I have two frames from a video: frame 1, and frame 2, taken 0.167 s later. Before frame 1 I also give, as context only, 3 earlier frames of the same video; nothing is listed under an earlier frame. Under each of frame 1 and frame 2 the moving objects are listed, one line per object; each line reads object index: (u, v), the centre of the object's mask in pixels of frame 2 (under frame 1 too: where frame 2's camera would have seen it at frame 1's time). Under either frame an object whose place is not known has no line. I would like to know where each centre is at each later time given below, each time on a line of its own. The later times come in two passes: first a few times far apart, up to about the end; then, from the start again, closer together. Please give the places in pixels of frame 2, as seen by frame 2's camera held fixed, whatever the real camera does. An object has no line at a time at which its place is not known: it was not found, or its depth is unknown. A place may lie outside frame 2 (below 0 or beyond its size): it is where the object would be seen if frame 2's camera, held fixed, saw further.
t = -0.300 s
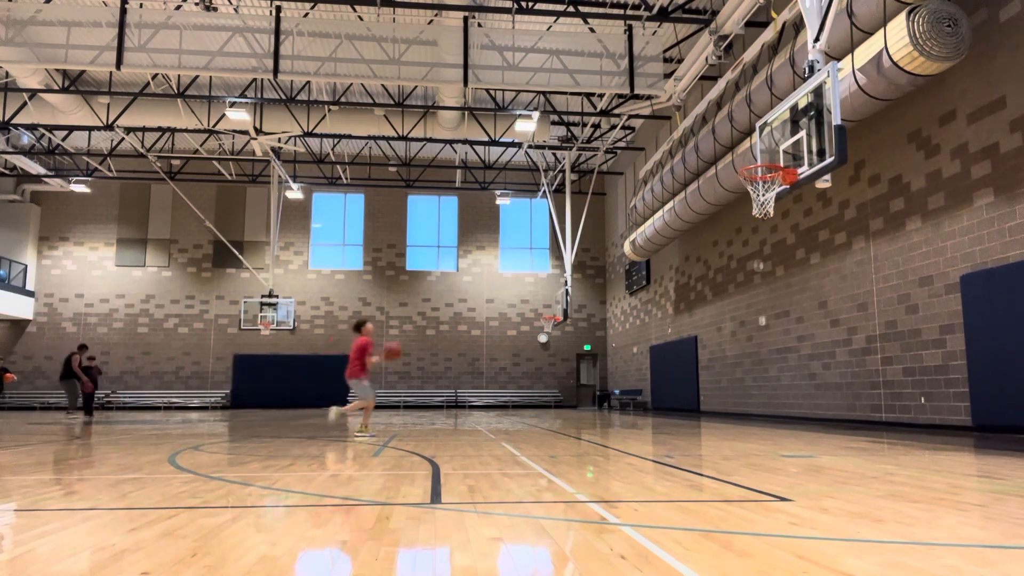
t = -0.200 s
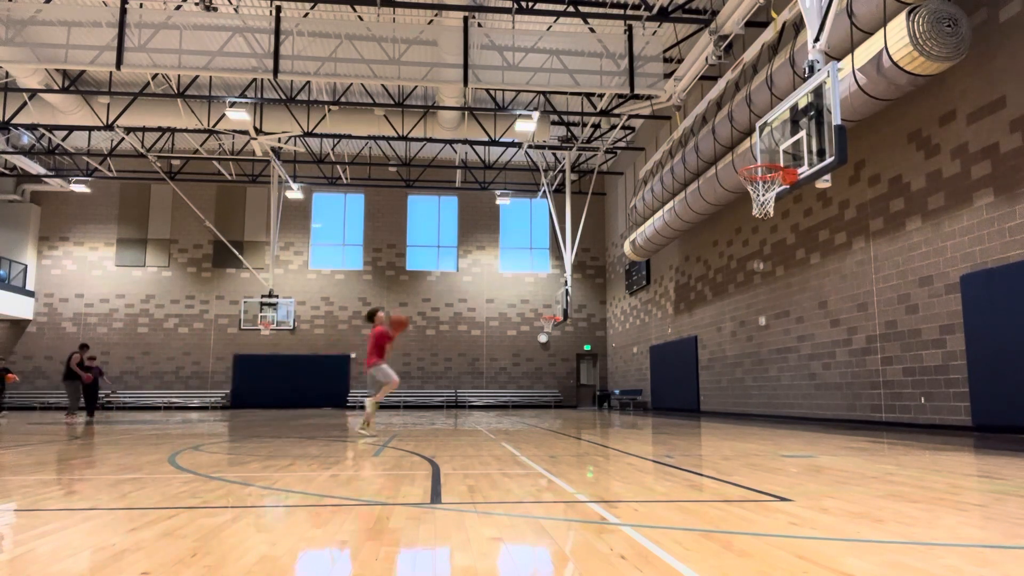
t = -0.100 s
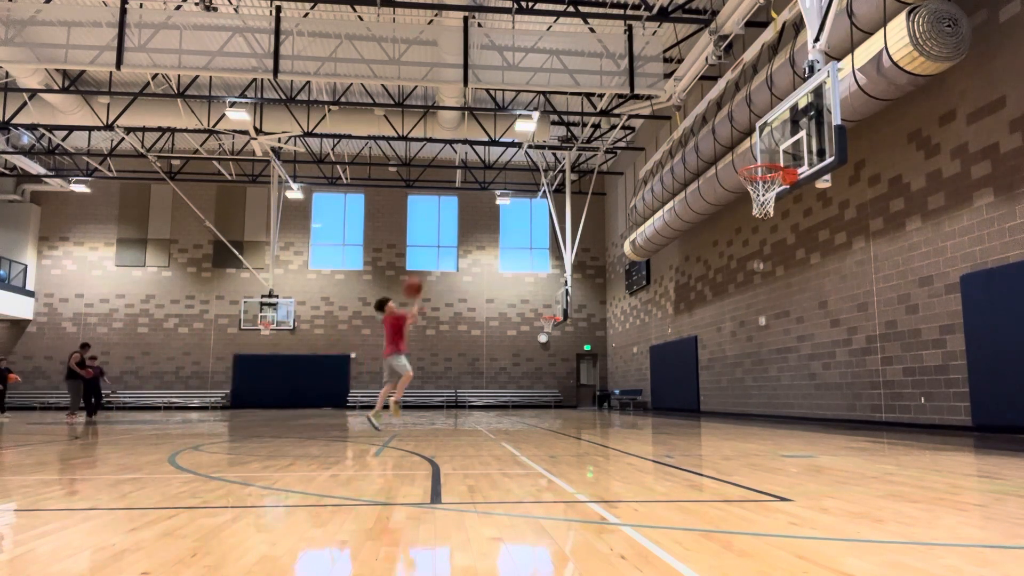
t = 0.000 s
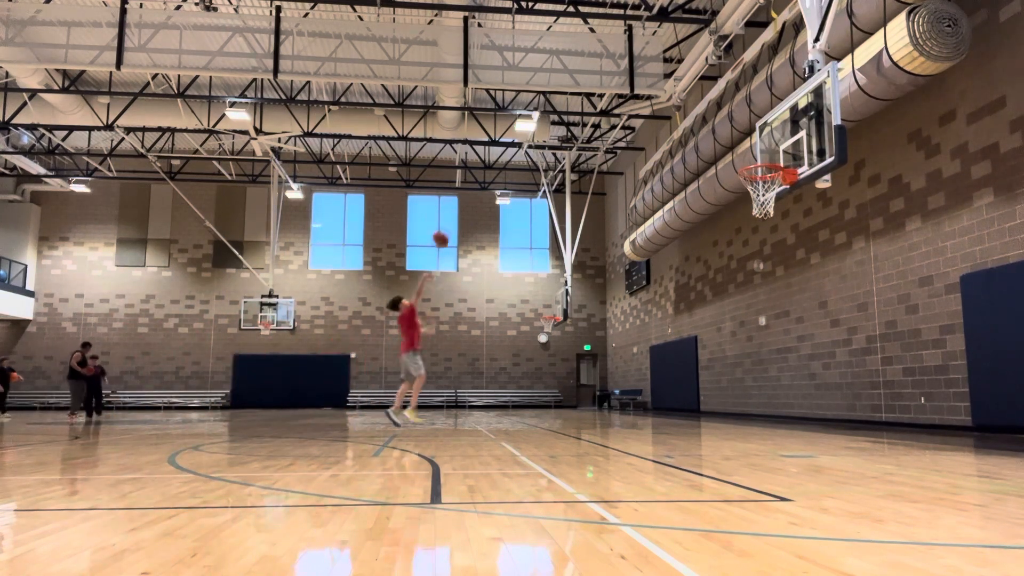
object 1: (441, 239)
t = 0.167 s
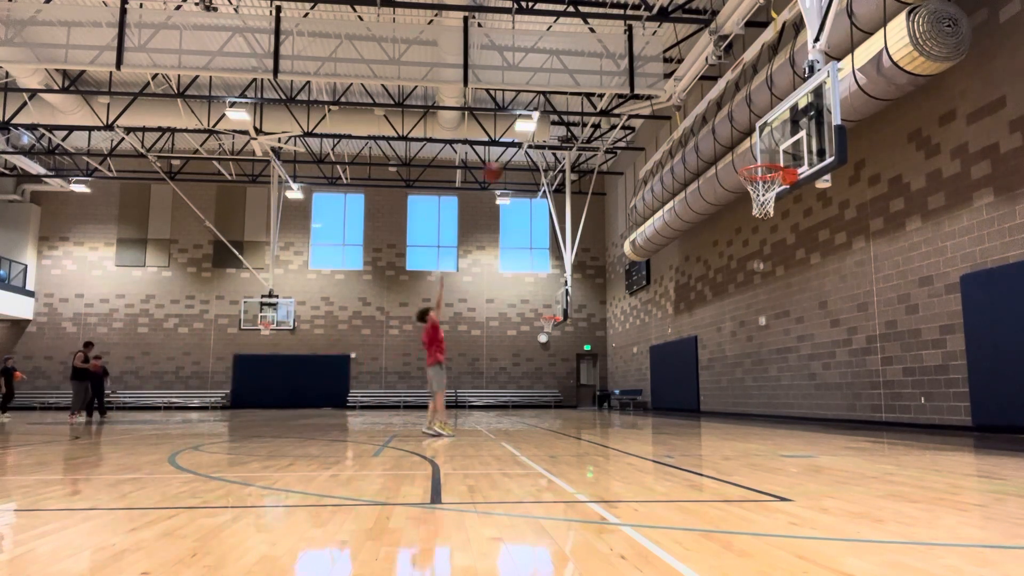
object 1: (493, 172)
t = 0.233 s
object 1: (512, 152)
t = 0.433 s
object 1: (572, 112)
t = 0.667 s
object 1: (644, 102)
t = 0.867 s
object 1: (709, 126)
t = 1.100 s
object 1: (784, 195)
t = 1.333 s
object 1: (806, 246)
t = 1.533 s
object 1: (828, 330)
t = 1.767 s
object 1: (843, 404)
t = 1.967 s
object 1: (824, 330)
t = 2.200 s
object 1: (804, 292)
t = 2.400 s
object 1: (790, 295)
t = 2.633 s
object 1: (777, 341)
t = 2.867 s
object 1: (766, 429)
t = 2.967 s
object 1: (758, 396)
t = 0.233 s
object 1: (512, 152)
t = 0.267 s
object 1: (521, 144)
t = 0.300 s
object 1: (532, 136)
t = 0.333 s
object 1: (544, 127)
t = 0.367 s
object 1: (552, 121)
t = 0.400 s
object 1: (563, 116)
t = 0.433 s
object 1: (572, 112)
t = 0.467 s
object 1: (583, 108)
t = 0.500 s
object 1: (592, 104)
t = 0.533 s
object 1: (603, 102)
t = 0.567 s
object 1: (613, 101)
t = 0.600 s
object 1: (623, 101)
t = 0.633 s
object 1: (633, 101)
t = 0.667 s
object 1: (644, 102)
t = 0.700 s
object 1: (655, 104)
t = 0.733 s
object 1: (666, 106)
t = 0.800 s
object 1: (687, 114)
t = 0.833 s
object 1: (698, 120)
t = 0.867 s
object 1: (709, 126)
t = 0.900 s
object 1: (720, 134)
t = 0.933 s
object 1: (731, 142)
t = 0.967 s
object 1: (743, 151)
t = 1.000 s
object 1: (754, 160)
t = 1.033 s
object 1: (765, 173)
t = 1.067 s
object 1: (776, 184)
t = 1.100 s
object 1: (784, 195)
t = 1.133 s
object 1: (789, 197)
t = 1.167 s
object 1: (790, 203)
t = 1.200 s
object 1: (792, 210)
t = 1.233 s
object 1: (796, 218)
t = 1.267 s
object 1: (798, 227)
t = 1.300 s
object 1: (802, 236)
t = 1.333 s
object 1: (806, 246)
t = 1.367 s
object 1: (809, 258)
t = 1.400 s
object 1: (813, 271)
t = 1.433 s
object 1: (816, 284)
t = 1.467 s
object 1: (821, 299)
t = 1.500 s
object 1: (825, 314)
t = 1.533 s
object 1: (828, 330)
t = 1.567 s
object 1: (832, 348)
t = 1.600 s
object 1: (836, 366)
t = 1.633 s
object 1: (842, 387)
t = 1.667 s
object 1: (845, 407)
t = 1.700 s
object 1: (849, 429)
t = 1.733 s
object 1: (847, 422)
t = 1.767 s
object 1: (843, 404)
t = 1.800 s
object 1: (841, 388)
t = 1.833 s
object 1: (838, 375)
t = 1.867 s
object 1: (833, 362)
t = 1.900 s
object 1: (831, 350)
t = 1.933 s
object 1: (827, 339)
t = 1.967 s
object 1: (824, 330)
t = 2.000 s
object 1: (822, 322)
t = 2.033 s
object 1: (818, 314)
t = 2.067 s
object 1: (816, 307)
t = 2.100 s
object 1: (812, 302)
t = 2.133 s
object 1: (809, 297)
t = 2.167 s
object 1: (807, 294)
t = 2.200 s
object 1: (804, 292)
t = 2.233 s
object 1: (802, 290)
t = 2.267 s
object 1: (799, 289)
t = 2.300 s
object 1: (797, 289)
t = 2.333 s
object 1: (795, 290)
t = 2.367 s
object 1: (793, 293)
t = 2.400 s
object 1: (790, 295)
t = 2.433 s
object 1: (788, 299)
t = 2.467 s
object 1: (786, 305)
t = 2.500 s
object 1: (784, 310)
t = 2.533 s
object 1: (782, 316)
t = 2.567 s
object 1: (781, 324)
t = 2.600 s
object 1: (779, 332)
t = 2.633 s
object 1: (777, 341)
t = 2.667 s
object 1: (775, 352)
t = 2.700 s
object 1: (773, 363)
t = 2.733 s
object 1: (771, 375)
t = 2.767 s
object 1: (770, 389)
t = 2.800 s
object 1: (769, 403)
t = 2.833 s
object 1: (767, 417)
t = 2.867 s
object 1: (766, 429)
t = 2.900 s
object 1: (763, 417)
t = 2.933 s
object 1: (760, 406)
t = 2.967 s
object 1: (758, 396)
